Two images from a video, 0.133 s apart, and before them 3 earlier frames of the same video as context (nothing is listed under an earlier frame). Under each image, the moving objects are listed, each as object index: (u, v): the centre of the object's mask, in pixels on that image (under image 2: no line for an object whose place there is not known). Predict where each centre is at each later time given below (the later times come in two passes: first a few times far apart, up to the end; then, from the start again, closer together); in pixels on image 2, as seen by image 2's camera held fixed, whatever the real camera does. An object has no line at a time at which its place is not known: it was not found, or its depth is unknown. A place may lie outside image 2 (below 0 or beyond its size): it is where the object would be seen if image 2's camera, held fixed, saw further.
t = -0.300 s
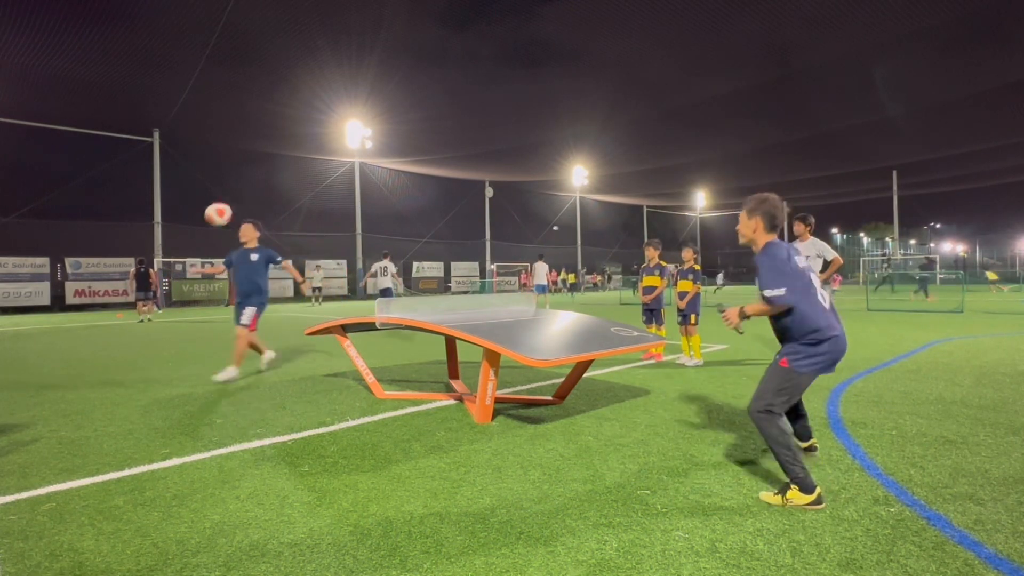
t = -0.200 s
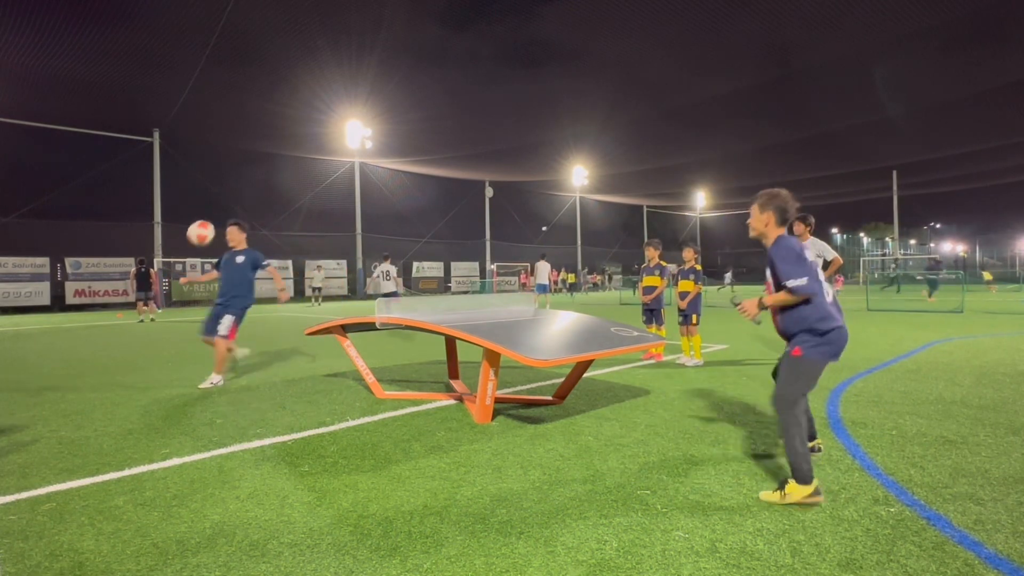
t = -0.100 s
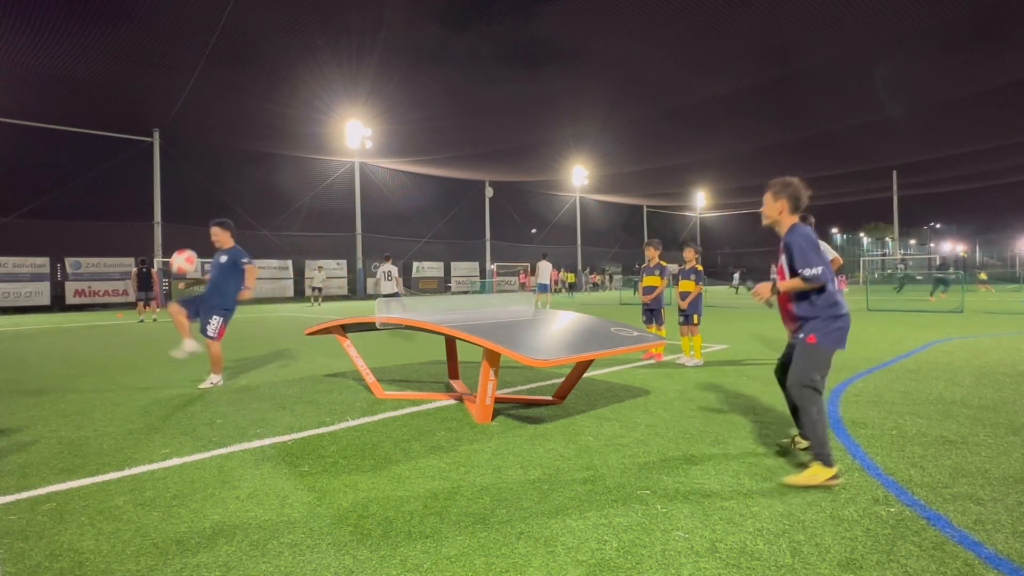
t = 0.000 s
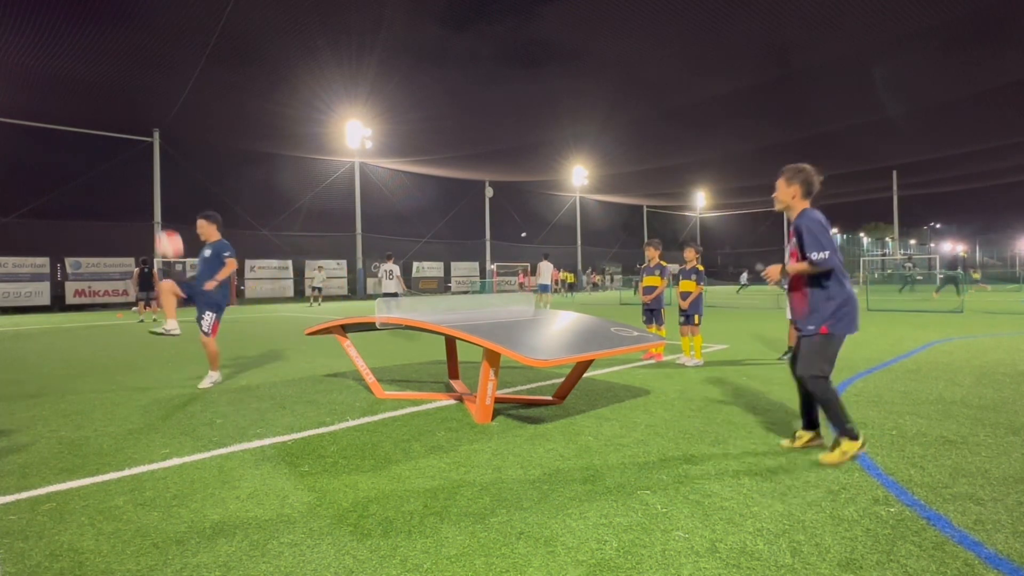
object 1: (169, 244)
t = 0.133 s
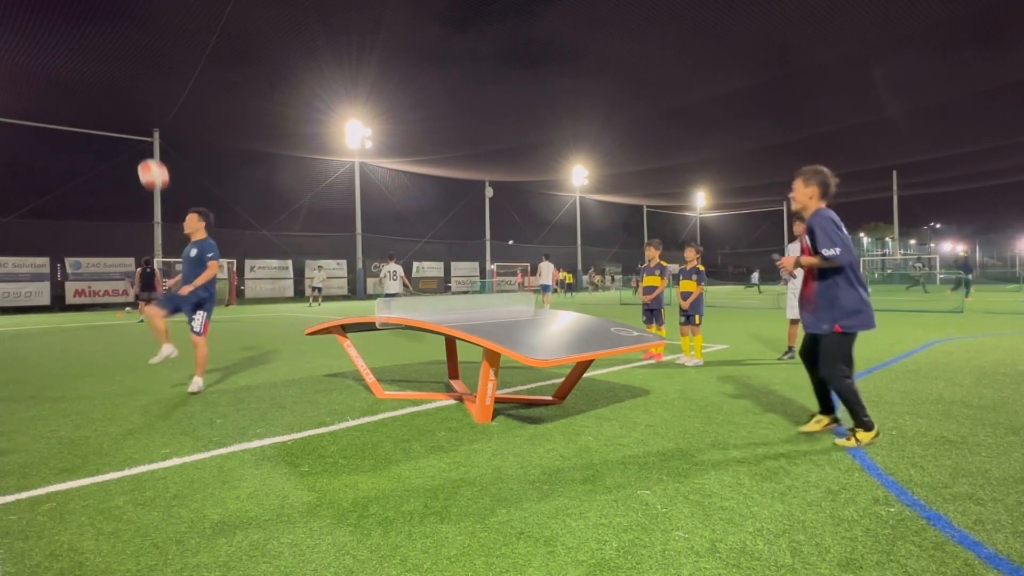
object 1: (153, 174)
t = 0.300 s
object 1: (133, 107)
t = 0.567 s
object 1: (100, 56)
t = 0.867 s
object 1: (60, 101)
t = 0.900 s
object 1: (55, 114)
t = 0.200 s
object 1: (145, 144)
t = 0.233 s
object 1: (141, 131)
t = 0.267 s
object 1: (137, 119)
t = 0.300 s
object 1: (133, 107)
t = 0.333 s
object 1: (129, 97)
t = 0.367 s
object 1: (125, 87)
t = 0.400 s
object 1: (121, 79)
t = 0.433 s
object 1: (117, 72)
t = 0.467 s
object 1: (113, 66)
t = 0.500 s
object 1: (109, 61)
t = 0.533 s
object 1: (105, 58)
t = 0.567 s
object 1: (100, 56)
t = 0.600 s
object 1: (96, 55)
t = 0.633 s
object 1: (92, 55)
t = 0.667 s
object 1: (87, 57)
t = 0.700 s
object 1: (83, 60)
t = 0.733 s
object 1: (78, 65)
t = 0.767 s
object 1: (74, 71)
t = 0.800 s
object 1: (69, 79)
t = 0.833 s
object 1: (64, 89)
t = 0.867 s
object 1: (60, 101)
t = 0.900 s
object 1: (55, 114)
